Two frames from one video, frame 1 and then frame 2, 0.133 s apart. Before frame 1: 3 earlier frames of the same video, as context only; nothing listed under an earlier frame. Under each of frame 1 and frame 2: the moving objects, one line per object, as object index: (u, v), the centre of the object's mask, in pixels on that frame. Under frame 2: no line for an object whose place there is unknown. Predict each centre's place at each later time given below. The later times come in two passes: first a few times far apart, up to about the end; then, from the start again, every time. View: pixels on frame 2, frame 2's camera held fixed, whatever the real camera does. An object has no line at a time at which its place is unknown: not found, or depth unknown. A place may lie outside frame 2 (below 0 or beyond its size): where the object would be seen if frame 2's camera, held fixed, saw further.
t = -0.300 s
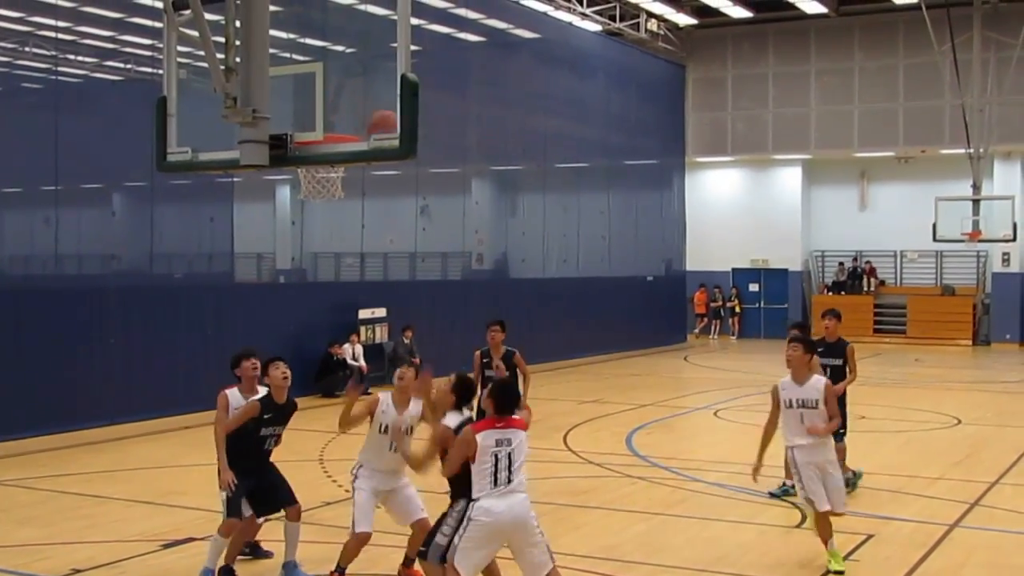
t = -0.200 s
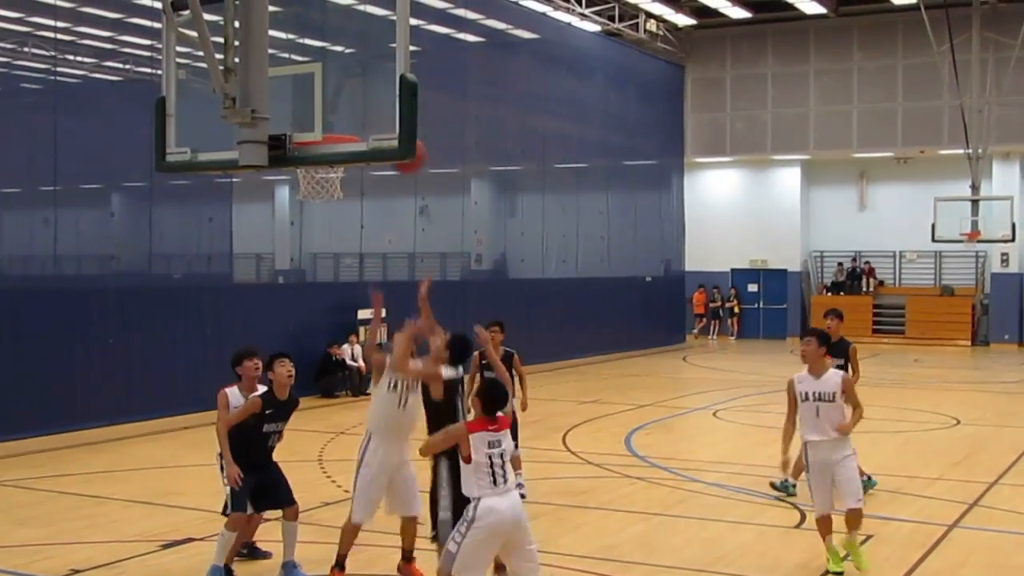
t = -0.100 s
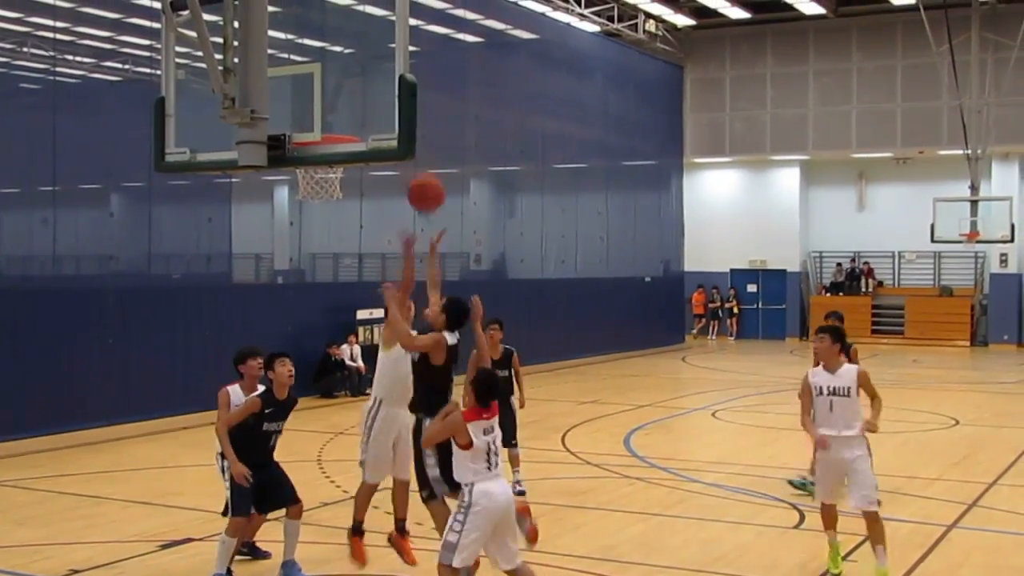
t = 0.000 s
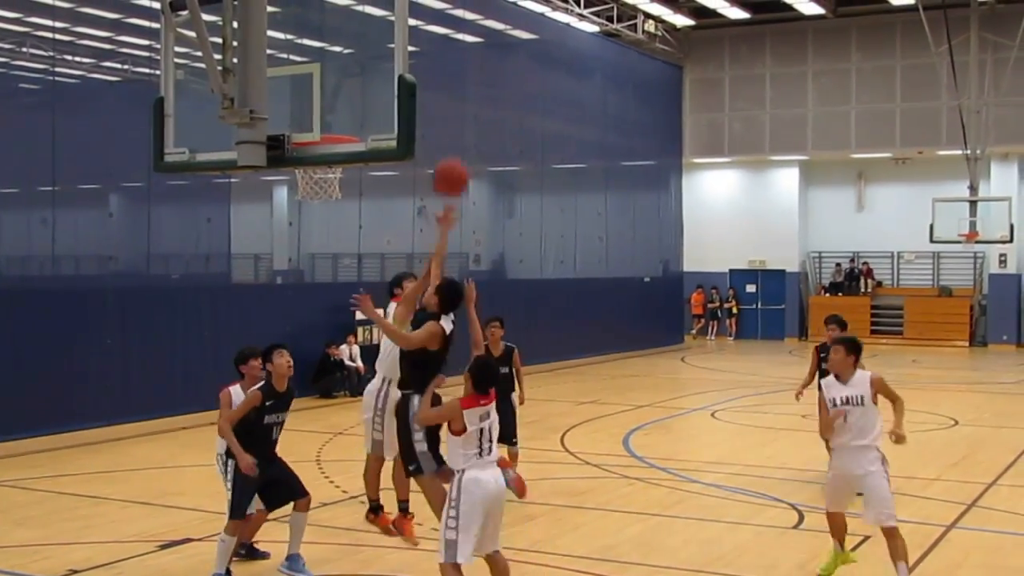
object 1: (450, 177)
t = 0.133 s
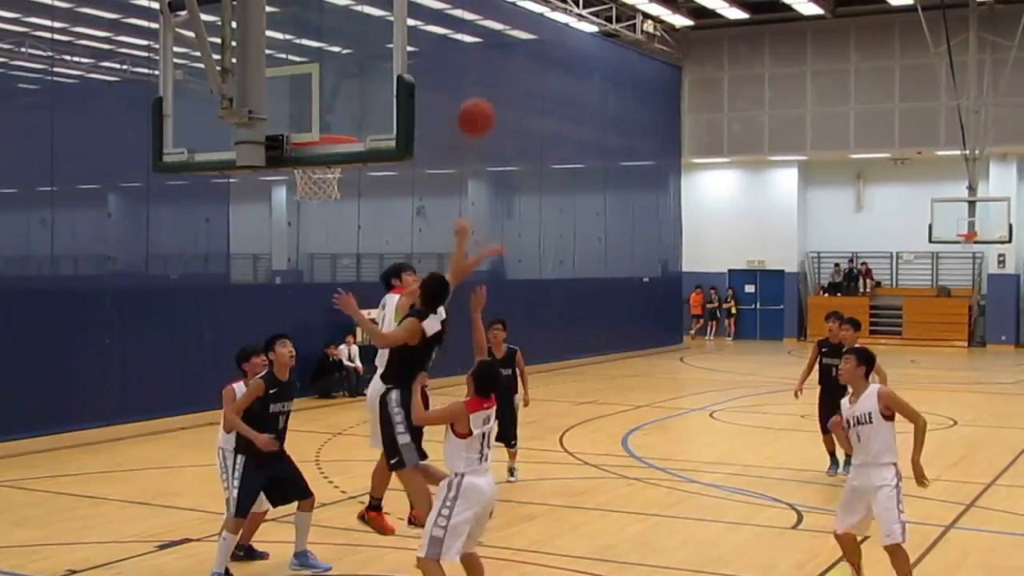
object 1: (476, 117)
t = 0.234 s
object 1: (495, 89)
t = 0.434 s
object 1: (534, 78)
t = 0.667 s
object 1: (578, 137)
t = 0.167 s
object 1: (482, 106)
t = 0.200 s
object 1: (489, 96)
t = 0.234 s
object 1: (495, 89)
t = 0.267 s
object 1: (502, 83)
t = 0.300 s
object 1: (508, 79)
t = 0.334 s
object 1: (514, 76)
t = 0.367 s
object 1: (521, 75)
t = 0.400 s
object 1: (527, 75)
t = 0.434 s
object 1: (534, 78)
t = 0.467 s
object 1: (540, 81)
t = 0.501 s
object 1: (547, 87)
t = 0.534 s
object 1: (553, 94)
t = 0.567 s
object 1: (559, 102)
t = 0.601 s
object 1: (565, 113)
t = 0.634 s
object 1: (572, 124)
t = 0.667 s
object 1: (578, 137)
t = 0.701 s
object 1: (584, 152)
